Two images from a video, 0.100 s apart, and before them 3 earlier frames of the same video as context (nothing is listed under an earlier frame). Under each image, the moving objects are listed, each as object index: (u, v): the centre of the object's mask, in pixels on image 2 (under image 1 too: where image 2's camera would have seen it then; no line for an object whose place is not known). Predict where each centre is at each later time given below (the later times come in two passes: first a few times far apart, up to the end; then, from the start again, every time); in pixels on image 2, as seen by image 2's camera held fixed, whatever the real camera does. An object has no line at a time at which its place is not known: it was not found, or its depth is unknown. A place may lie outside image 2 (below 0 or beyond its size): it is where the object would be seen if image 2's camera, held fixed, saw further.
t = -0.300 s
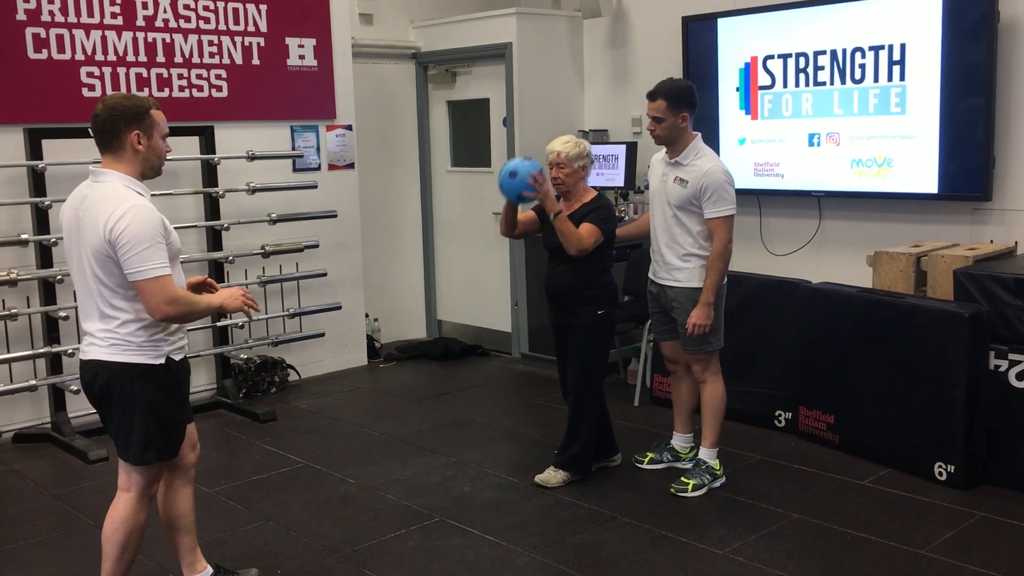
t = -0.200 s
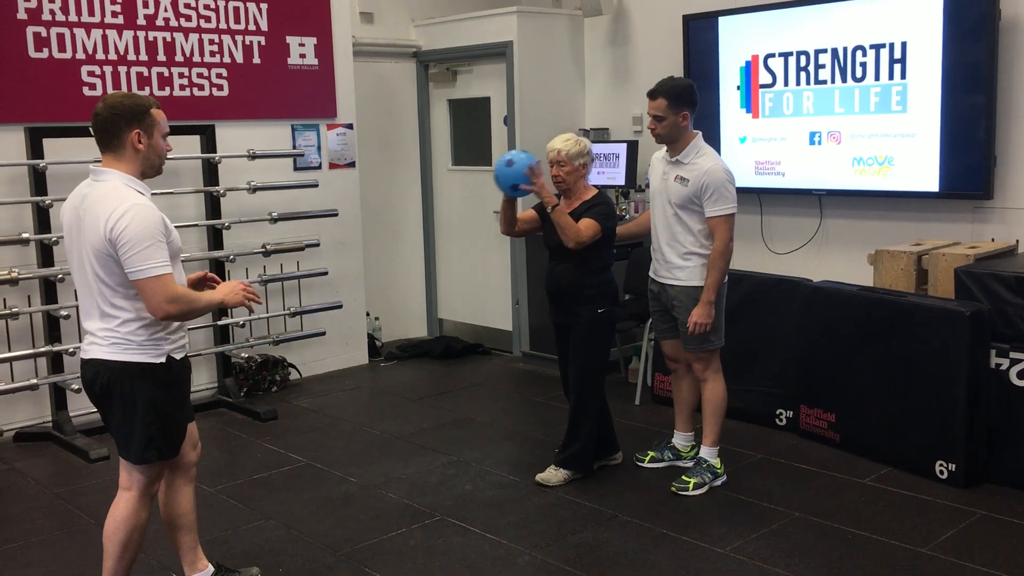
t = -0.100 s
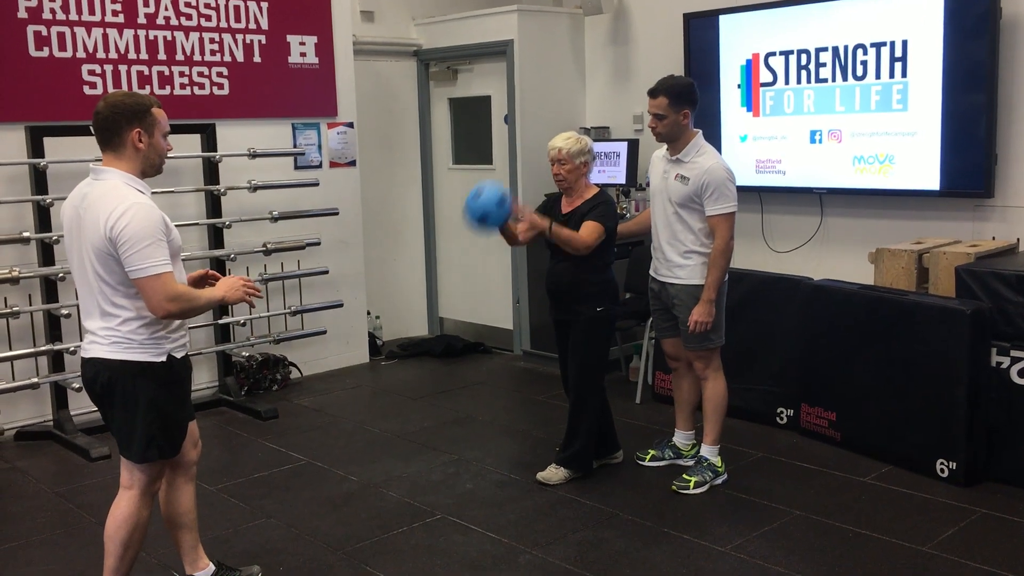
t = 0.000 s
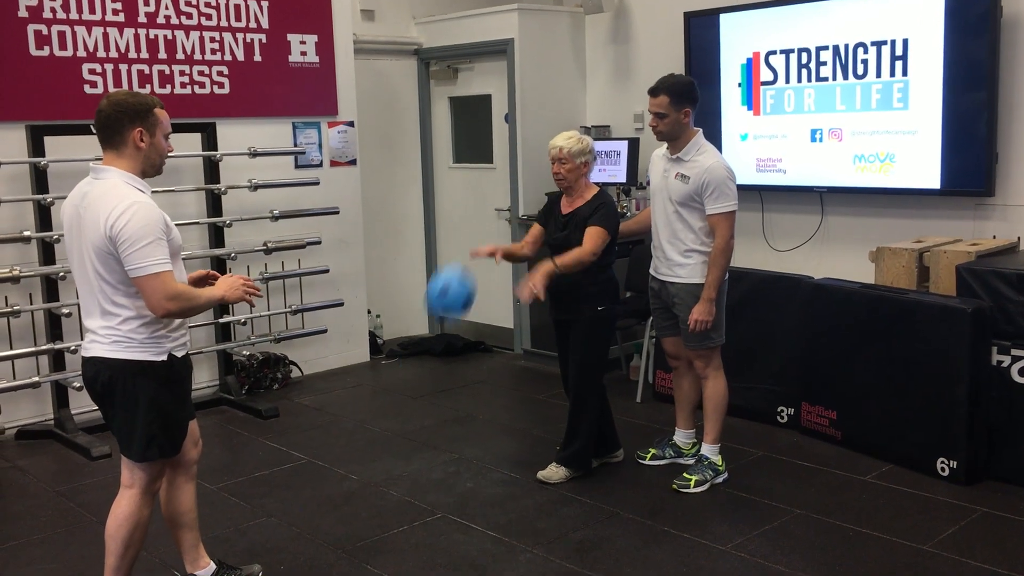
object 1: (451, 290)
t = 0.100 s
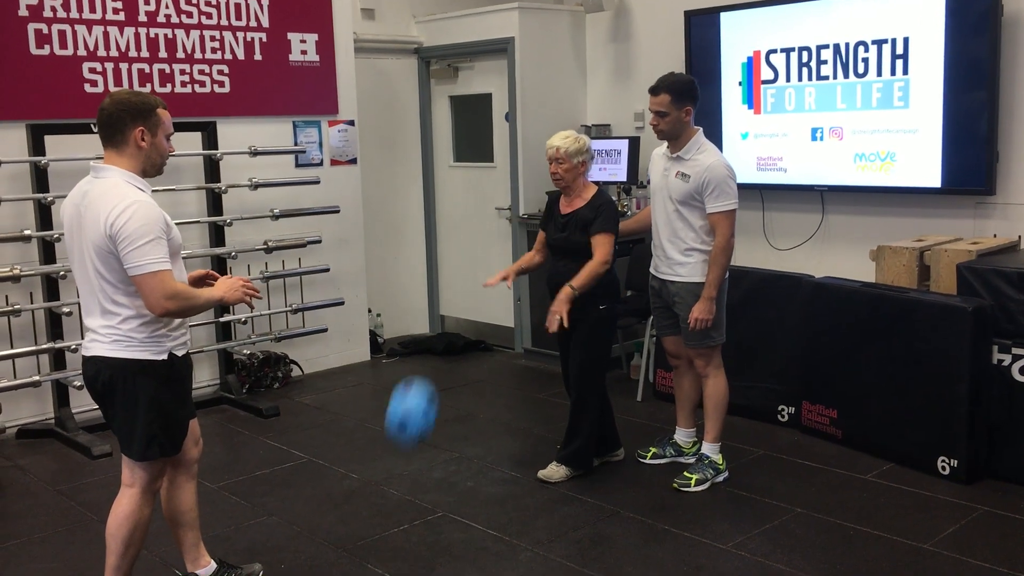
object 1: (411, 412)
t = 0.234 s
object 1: (367, 483)
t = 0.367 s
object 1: (334, 373)
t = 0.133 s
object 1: (399, 458)
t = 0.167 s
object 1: (385, 511)
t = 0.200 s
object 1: (376, 517)
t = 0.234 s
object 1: (367, 483)
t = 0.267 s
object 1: (359, 453)
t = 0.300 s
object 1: (351, 423)
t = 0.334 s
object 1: (342, 397)
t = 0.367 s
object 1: (334, 373)
